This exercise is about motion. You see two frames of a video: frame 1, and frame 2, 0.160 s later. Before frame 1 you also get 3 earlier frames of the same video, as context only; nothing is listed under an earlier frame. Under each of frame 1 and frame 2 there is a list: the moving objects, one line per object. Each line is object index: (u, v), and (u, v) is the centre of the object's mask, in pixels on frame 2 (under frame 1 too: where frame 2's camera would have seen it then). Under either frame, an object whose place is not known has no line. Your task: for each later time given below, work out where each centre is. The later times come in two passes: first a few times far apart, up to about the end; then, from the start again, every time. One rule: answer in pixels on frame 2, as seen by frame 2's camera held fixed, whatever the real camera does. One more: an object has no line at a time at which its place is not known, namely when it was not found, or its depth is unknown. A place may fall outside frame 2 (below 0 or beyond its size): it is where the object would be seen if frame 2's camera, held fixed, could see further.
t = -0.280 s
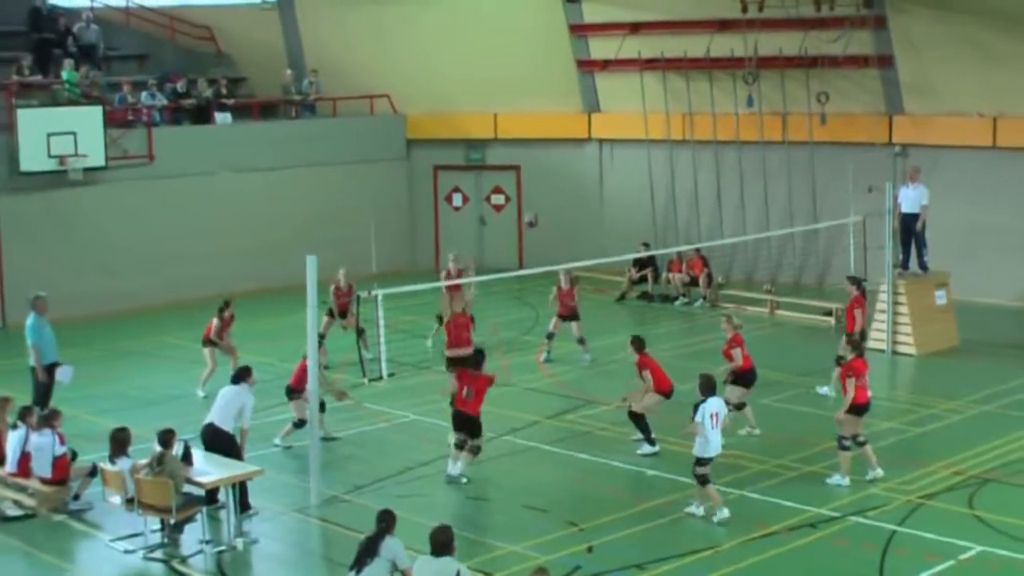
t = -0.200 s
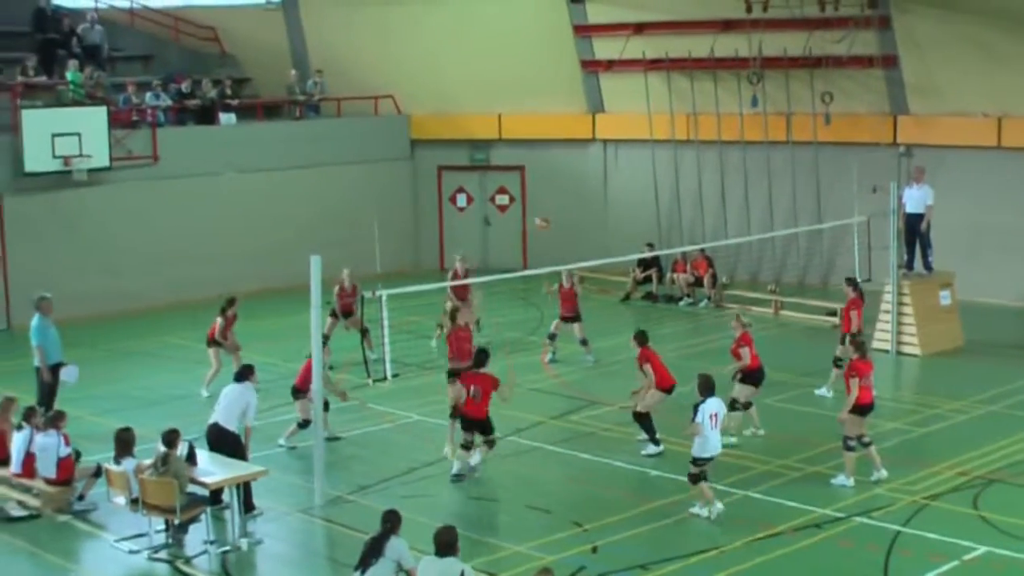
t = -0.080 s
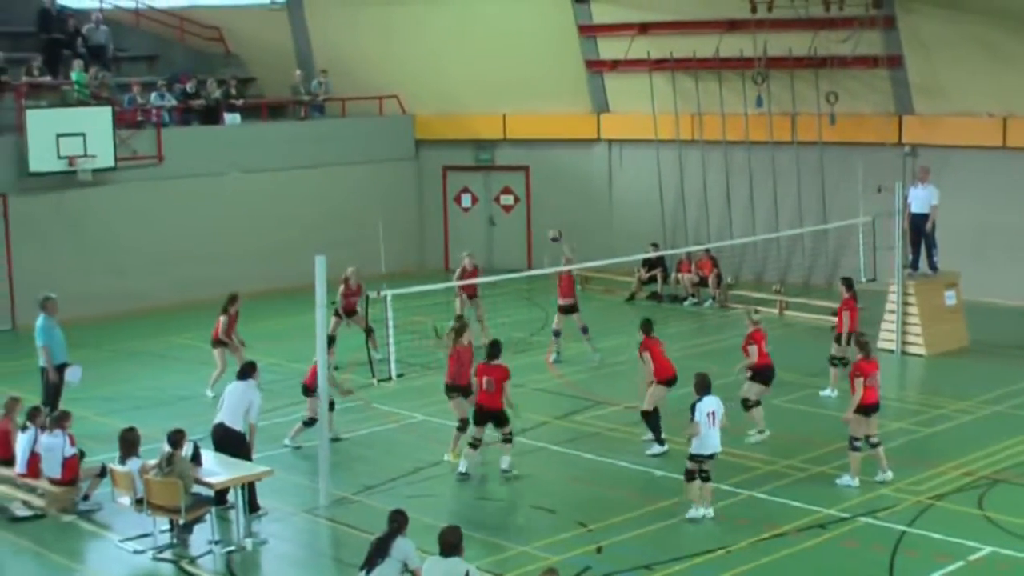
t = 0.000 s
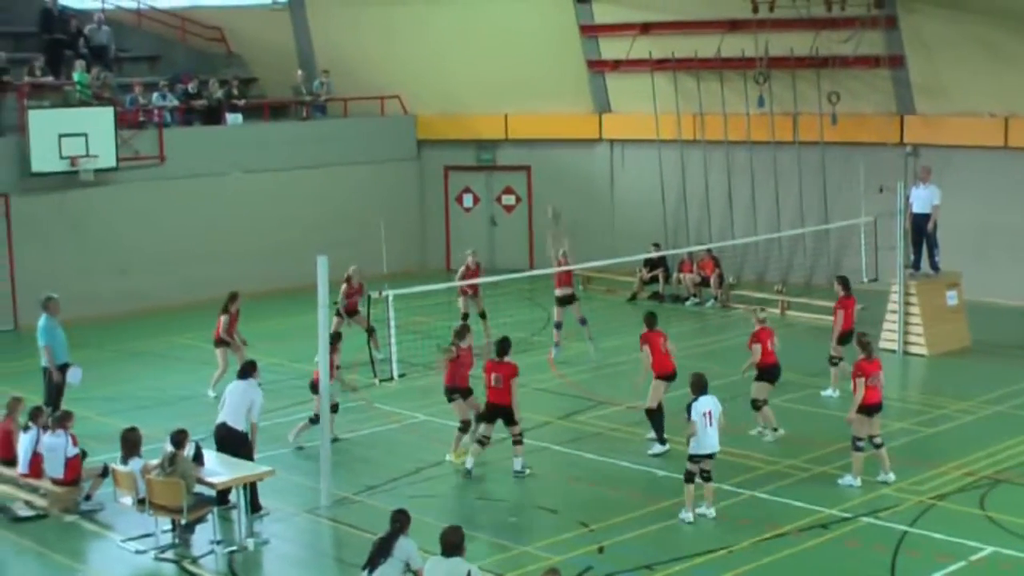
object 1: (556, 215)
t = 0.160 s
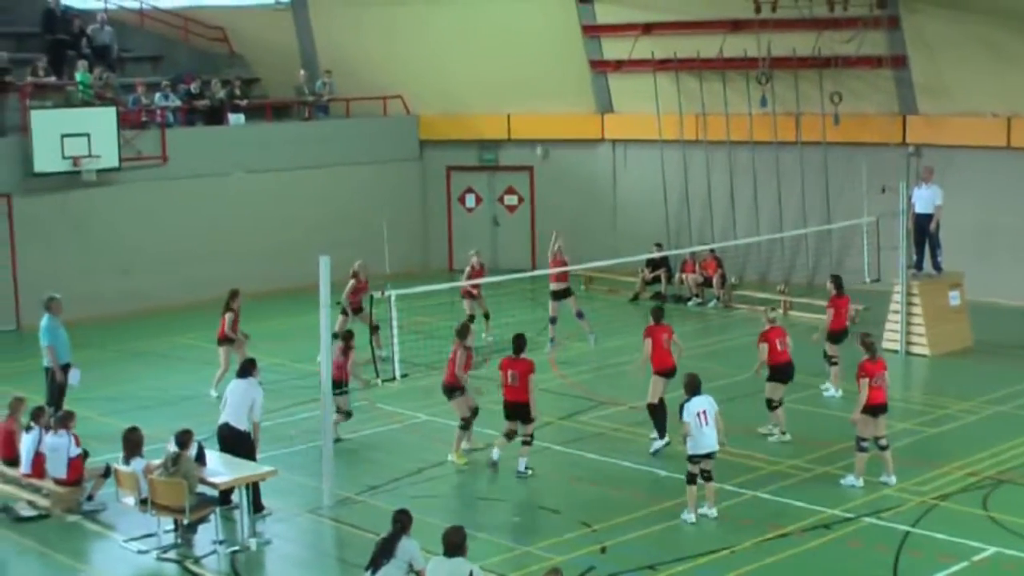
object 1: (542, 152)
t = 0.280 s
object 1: (534, 117)
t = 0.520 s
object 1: (515, 73)
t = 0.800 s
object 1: (493, 70)
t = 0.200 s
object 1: (542, 137)
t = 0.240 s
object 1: (537, 128)
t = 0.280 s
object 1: (534, 117)
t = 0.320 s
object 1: (531, 107)
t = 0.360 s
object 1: (527, 98)
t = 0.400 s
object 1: (524, 90)
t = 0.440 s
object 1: (521, 83)
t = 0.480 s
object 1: (518, 78)
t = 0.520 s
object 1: (515, 73)
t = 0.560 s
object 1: (512, 70)
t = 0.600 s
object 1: (509, 67)
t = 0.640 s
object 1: (505, 66)
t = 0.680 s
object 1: (502, 66)
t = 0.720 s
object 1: (499, 66)
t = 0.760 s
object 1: (496, 68)
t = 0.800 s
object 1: (493, 70)
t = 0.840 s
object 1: (491, 74)
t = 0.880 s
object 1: (488, 79)
